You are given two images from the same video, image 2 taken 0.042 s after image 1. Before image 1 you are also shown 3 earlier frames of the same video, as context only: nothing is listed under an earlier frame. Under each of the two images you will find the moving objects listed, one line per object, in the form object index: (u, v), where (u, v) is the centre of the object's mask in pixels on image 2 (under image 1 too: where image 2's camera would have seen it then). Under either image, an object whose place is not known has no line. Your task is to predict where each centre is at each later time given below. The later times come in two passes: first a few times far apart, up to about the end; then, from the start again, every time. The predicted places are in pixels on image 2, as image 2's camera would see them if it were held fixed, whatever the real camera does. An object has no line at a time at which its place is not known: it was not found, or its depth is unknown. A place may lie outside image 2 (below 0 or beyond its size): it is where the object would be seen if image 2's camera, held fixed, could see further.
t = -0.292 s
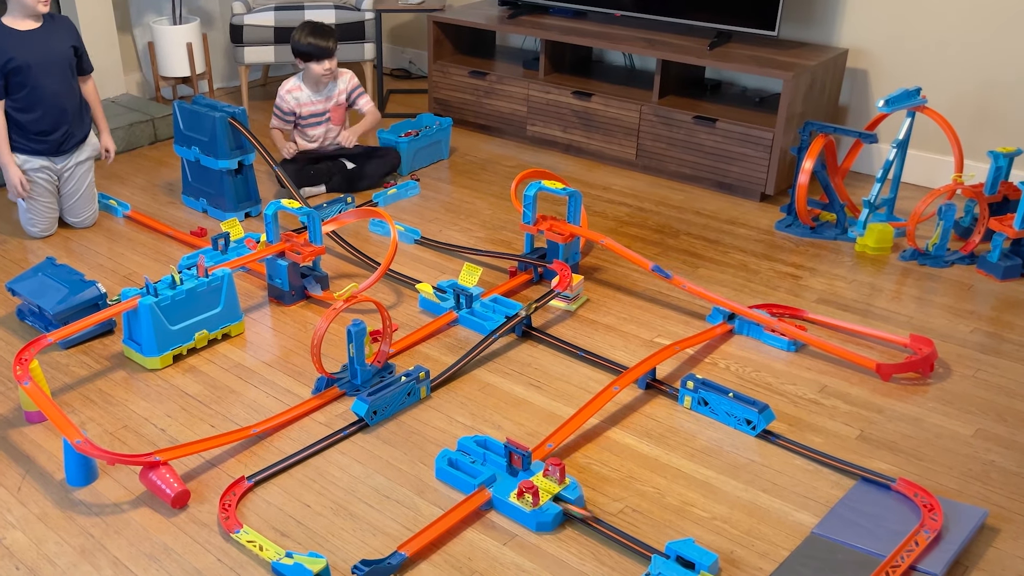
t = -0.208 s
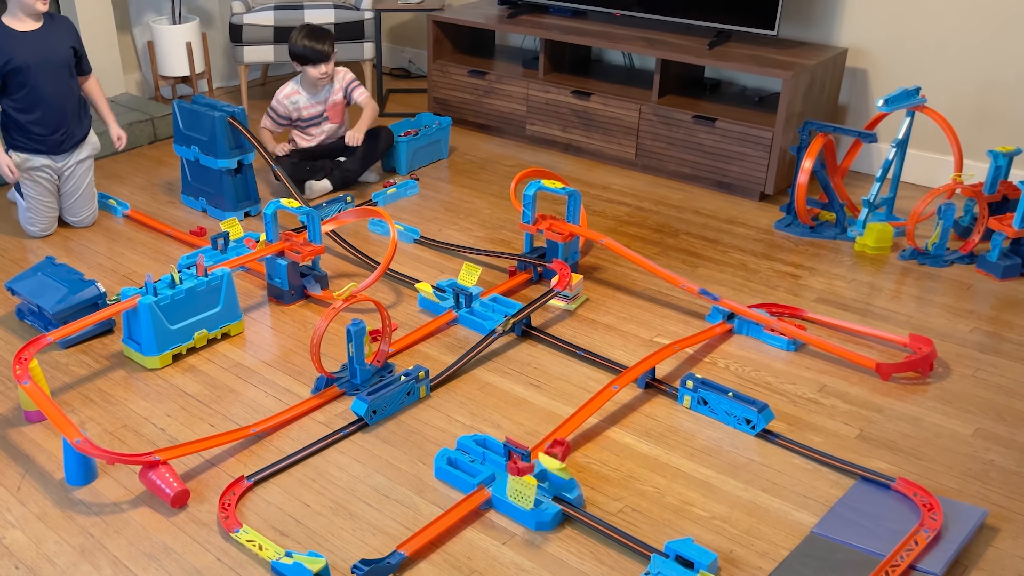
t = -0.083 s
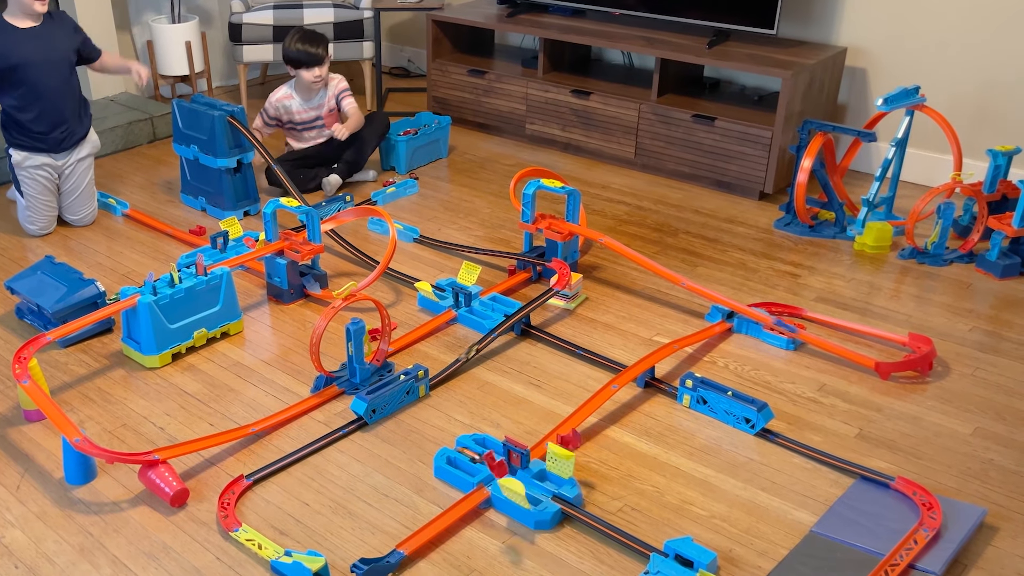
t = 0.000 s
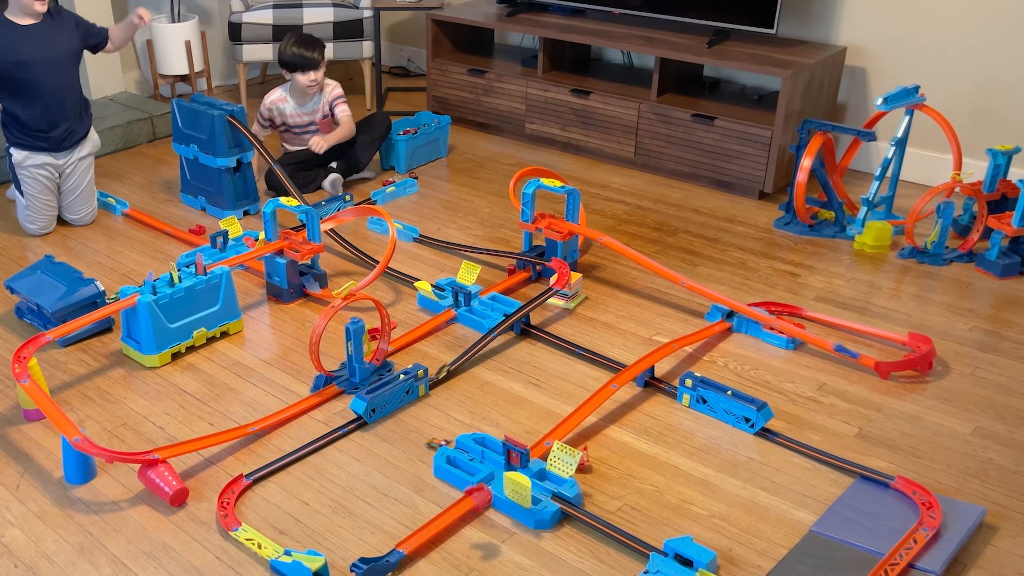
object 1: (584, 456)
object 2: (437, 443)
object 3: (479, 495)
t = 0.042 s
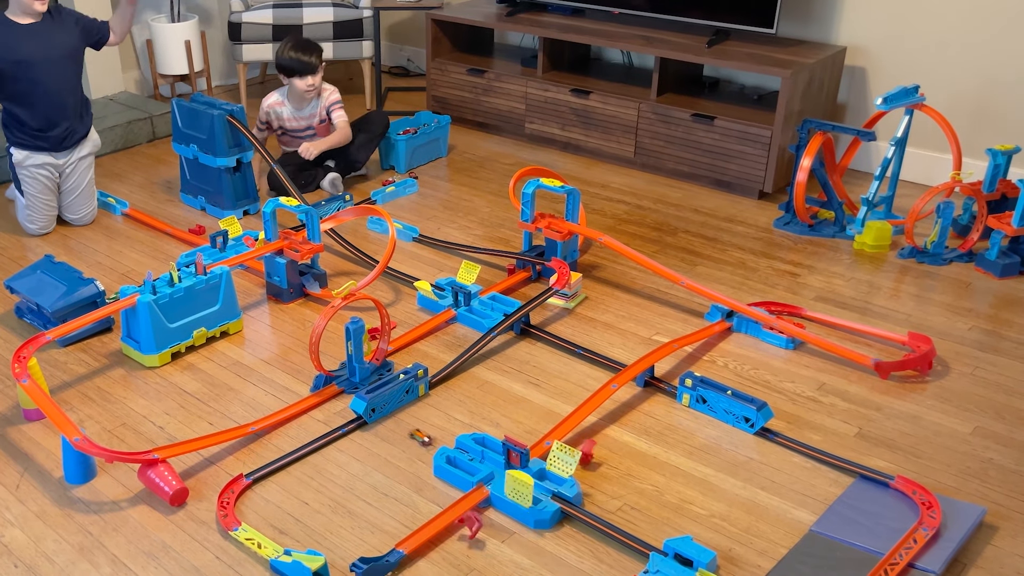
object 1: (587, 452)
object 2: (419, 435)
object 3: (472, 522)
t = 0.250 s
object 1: (614, 442)
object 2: (386, 426)
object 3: (453, 530)
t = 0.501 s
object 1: (633, 437)
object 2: (385, 439)
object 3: (460, 526)
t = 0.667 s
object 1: (633, 437)
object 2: (385, 447)
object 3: (467, 526)
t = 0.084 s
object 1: (593, 447)
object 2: (409, 429)
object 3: (467, 518)
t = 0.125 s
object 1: (599, 443)
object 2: (393, 420)
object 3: (462, 511)
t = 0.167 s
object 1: (603, 445)
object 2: (389, 420)
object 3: (459, 513)
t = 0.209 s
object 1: (610, 440)
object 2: (386, 423)
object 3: (455, 527)
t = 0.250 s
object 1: (614, 442)
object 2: (386, 426)
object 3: (453, 530)
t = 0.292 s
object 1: (620, 443)
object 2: (385, 429)
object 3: (452, 520)
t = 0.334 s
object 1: (623, 442)
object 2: (385, 430)
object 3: (450, 521)
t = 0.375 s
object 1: (628, 440)
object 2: (385, 434)
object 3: (451, 520)
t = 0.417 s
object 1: (630, 439)
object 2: (386, 436)
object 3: (451, 524)
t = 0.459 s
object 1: (632, 438)
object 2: (385, 438)
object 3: (457, 523)
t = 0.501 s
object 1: (633, 437)
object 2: (385, 439)
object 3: (460, 526)
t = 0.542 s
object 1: (633, 437)
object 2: (385, 442)
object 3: (462, 529)
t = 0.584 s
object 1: (633, 437)
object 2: (385, 443)
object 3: (465, 527)
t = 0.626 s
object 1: (633, 437)
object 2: (385, 446)
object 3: (466, 528)
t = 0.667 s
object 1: (633, 437)
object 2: (385, 447)
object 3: (467, 526)
